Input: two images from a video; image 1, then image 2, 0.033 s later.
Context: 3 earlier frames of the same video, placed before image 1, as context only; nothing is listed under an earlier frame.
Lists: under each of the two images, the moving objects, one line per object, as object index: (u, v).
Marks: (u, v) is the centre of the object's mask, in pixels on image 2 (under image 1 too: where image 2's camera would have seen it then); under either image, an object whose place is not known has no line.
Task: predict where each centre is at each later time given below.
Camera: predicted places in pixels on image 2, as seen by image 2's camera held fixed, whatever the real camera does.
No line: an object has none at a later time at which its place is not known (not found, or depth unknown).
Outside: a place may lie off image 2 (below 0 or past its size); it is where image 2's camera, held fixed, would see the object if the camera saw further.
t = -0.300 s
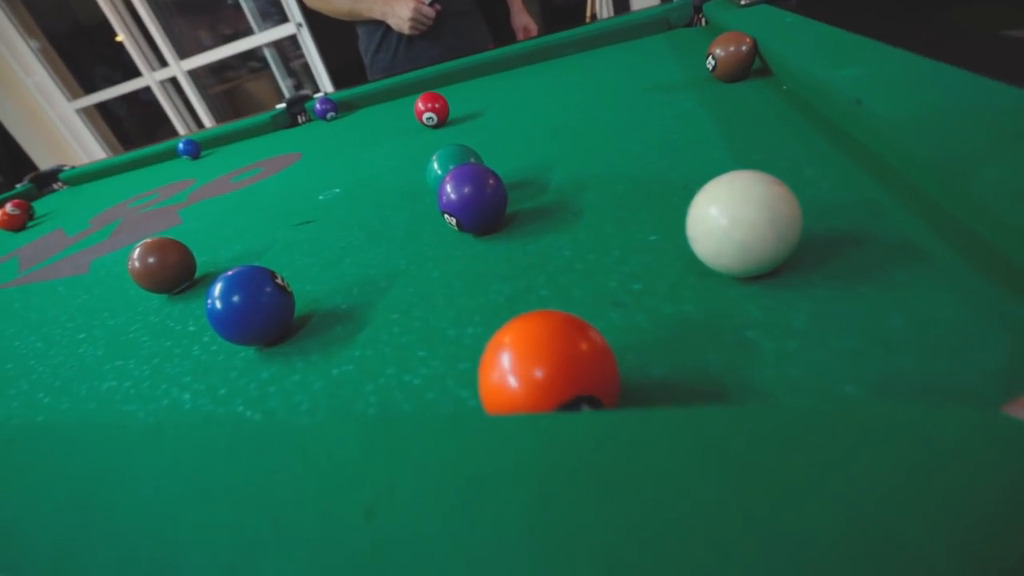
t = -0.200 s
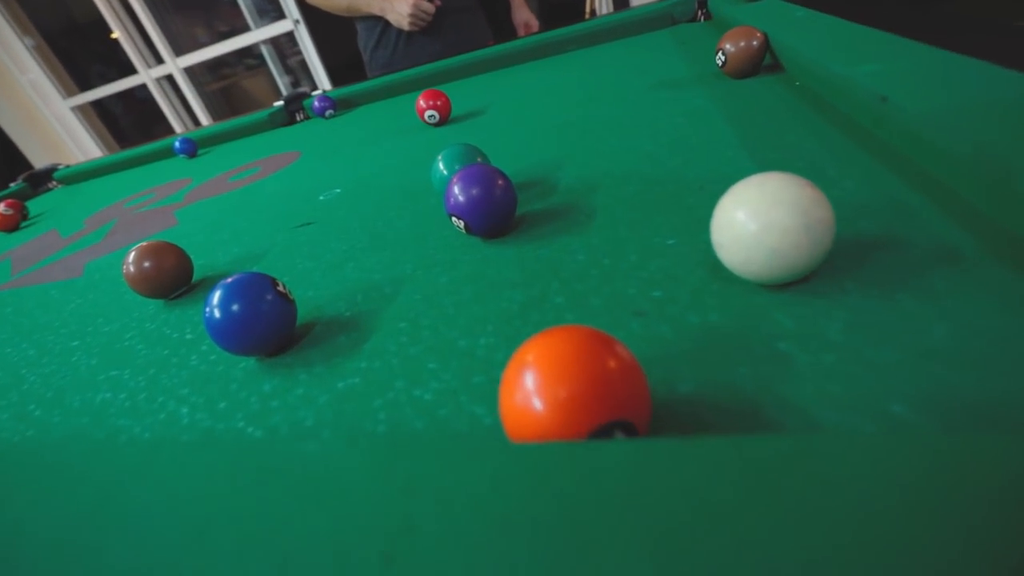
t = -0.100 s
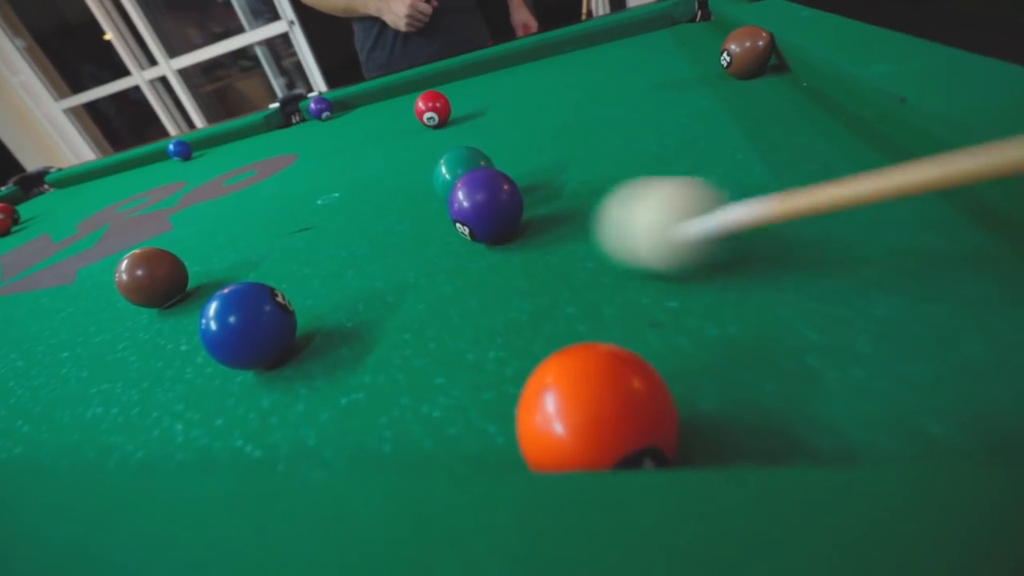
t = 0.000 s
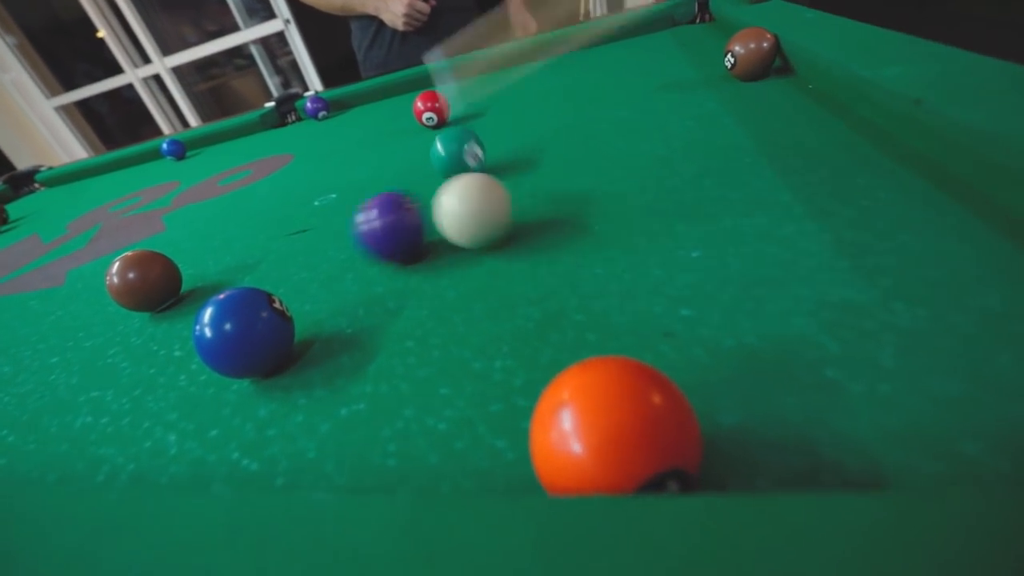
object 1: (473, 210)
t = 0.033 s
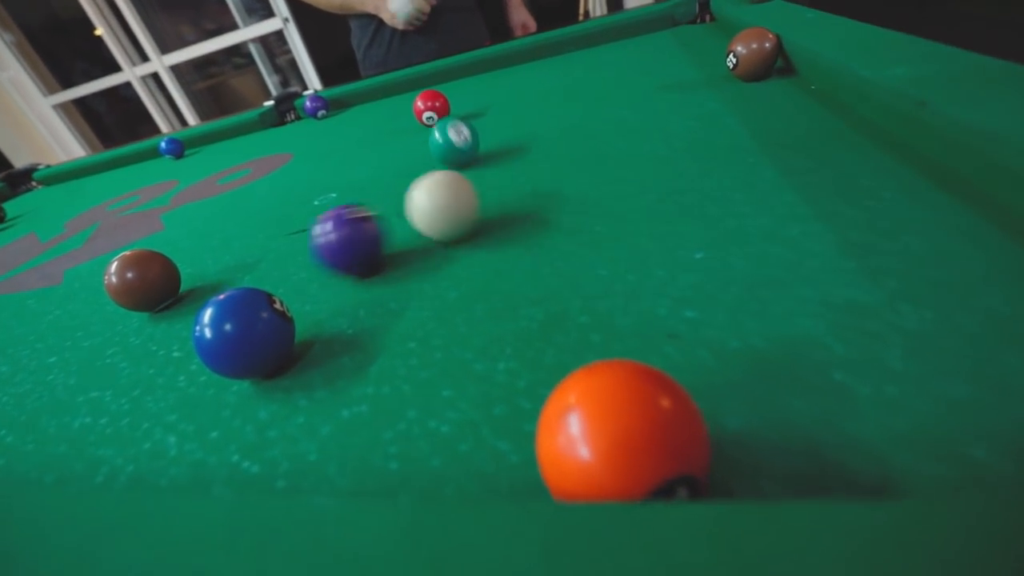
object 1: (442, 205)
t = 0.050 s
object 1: (427, 203)
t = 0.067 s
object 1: (414, 201)
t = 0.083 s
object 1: (402, 199)
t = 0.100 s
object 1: (389, 197)
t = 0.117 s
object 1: (378, 195)
